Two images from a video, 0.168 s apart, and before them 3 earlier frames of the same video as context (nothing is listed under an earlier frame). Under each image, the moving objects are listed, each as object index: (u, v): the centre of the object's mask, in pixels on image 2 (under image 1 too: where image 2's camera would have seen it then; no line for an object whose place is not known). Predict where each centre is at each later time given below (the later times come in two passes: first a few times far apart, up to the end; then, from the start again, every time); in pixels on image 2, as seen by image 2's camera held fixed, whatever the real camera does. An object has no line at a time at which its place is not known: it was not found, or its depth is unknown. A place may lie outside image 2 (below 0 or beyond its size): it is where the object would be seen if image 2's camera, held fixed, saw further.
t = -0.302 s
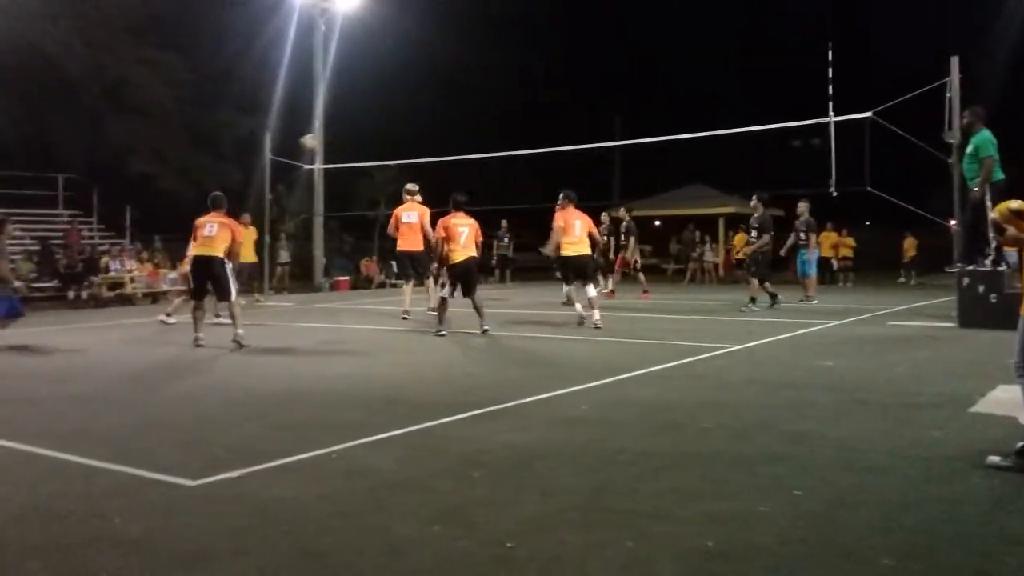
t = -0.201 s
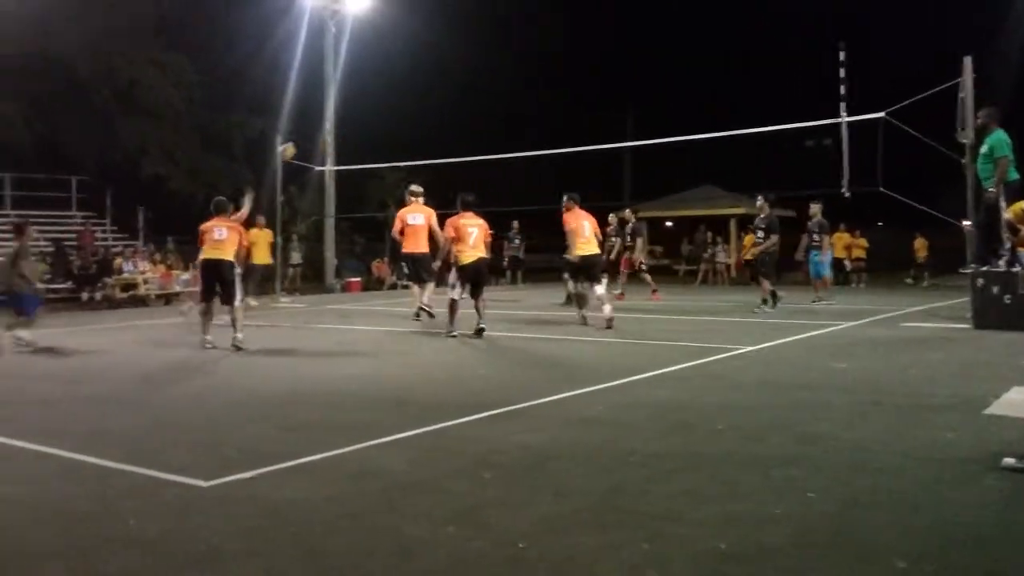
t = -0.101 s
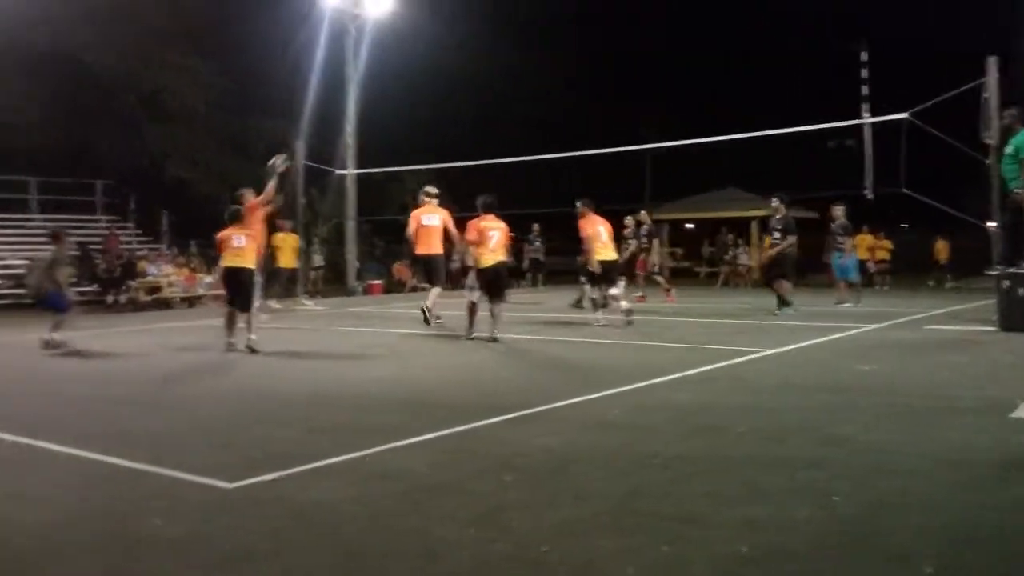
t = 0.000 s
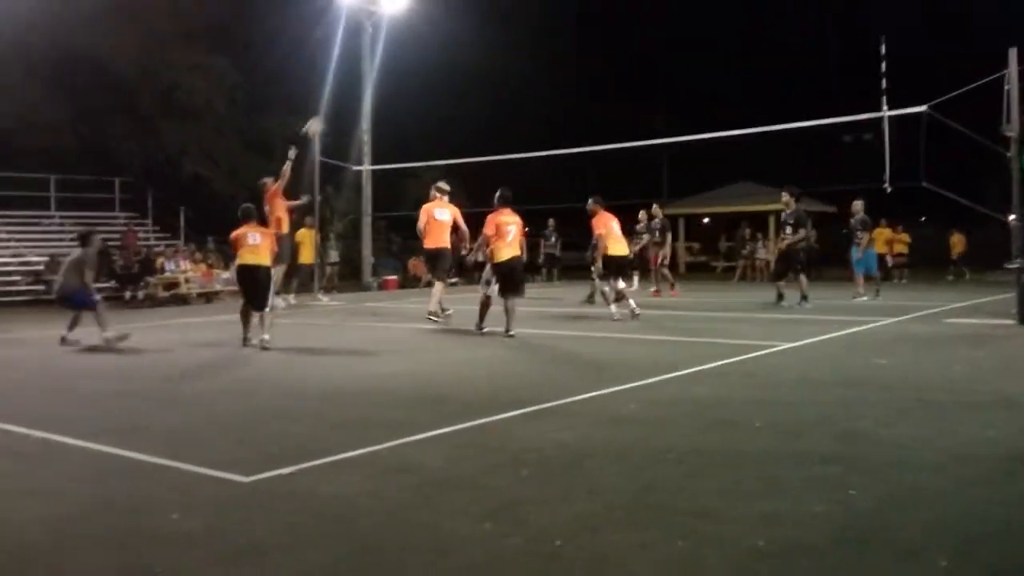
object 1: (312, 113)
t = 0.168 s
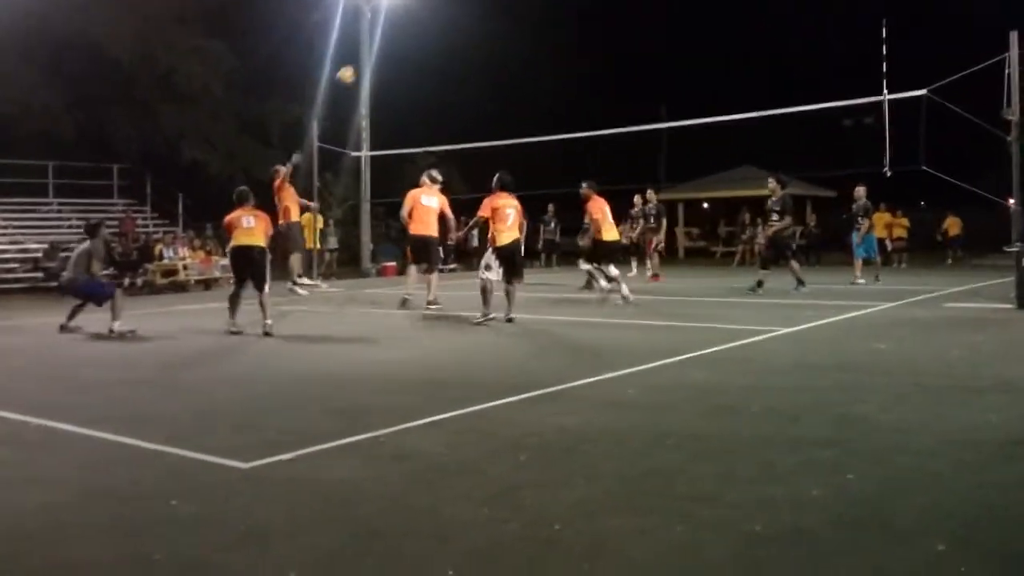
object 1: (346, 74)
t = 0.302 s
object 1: (377, 57)
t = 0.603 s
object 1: (448, 66)
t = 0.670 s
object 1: (465, 77)
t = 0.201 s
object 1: (353, 69)
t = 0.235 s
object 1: (359, 64)
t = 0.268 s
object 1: (368, 59)
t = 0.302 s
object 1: (377, 57)
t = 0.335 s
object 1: (386, 54)
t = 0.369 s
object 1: (391, 53)
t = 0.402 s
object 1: (400, 52)
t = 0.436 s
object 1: (407, 53)
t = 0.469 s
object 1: (415, 53)
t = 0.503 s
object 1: (424, 56)
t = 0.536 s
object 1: (432, 58)
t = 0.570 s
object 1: (440, 60)
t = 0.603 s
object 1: (448, 66)
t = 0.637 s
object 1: (457, 71)
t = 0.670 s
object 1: (465, 77)
